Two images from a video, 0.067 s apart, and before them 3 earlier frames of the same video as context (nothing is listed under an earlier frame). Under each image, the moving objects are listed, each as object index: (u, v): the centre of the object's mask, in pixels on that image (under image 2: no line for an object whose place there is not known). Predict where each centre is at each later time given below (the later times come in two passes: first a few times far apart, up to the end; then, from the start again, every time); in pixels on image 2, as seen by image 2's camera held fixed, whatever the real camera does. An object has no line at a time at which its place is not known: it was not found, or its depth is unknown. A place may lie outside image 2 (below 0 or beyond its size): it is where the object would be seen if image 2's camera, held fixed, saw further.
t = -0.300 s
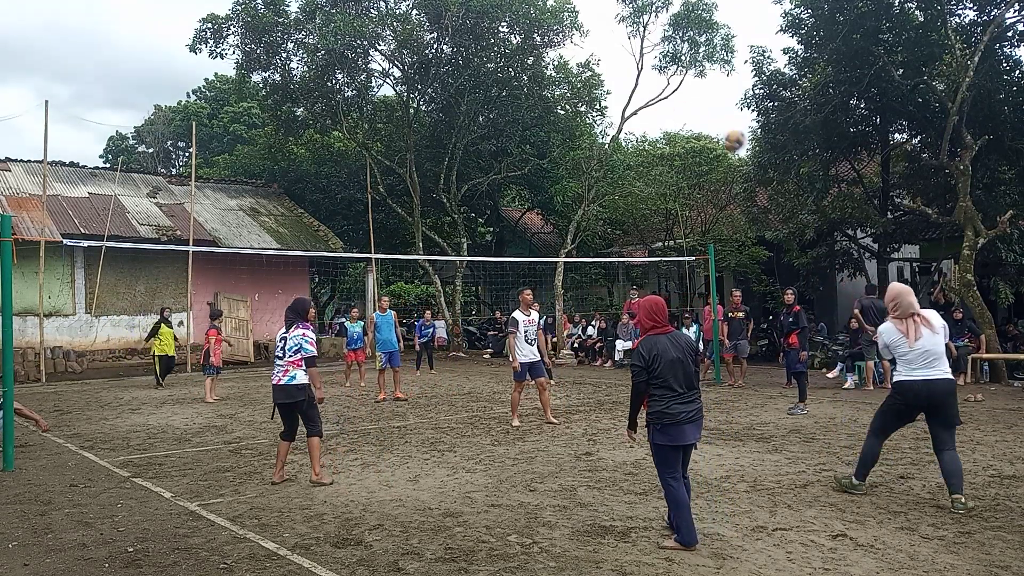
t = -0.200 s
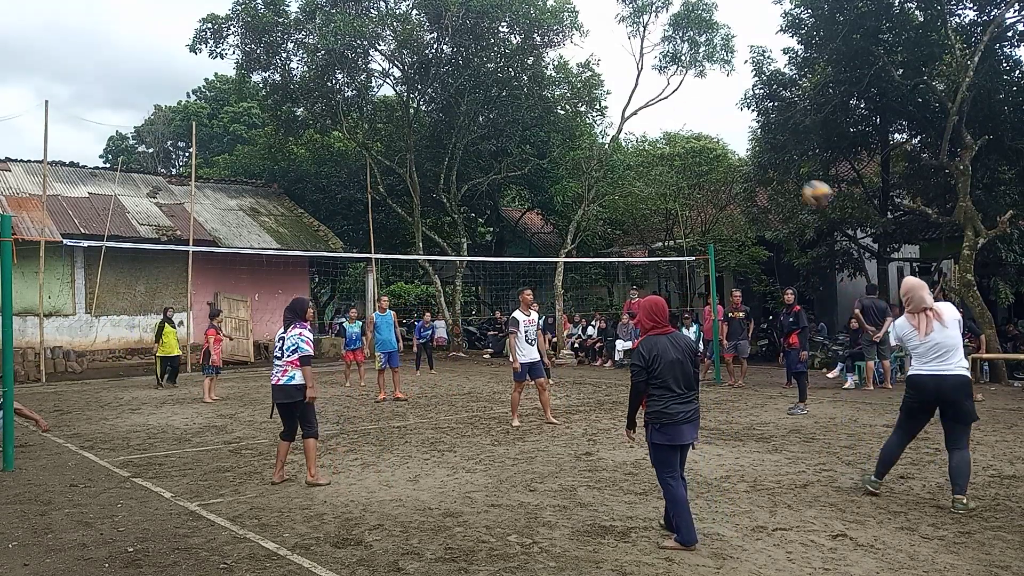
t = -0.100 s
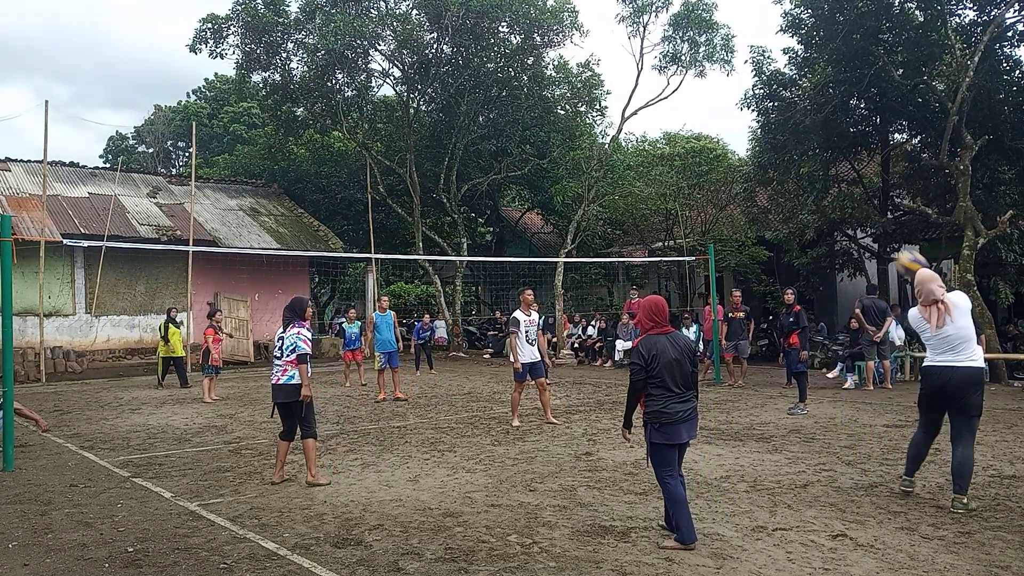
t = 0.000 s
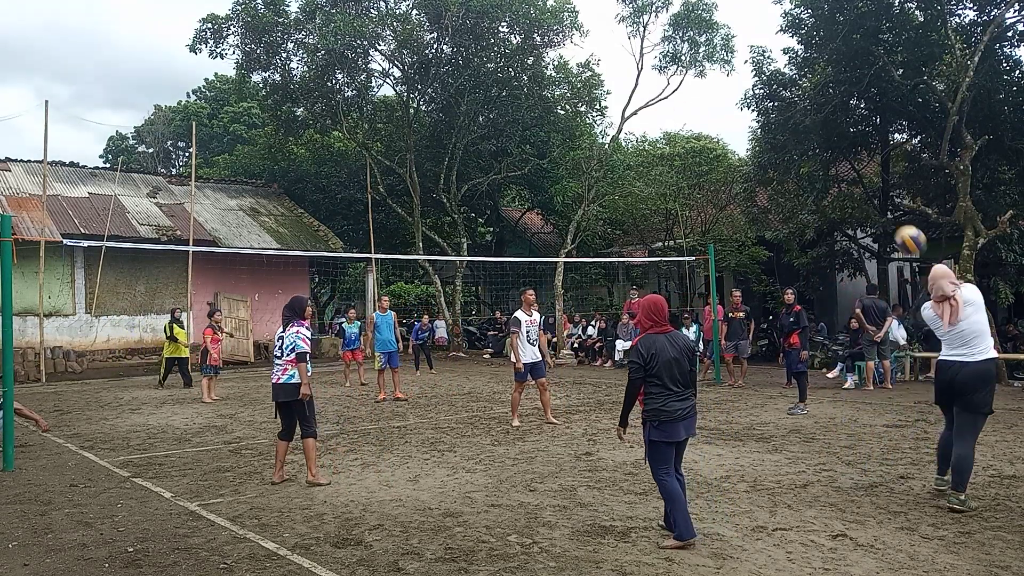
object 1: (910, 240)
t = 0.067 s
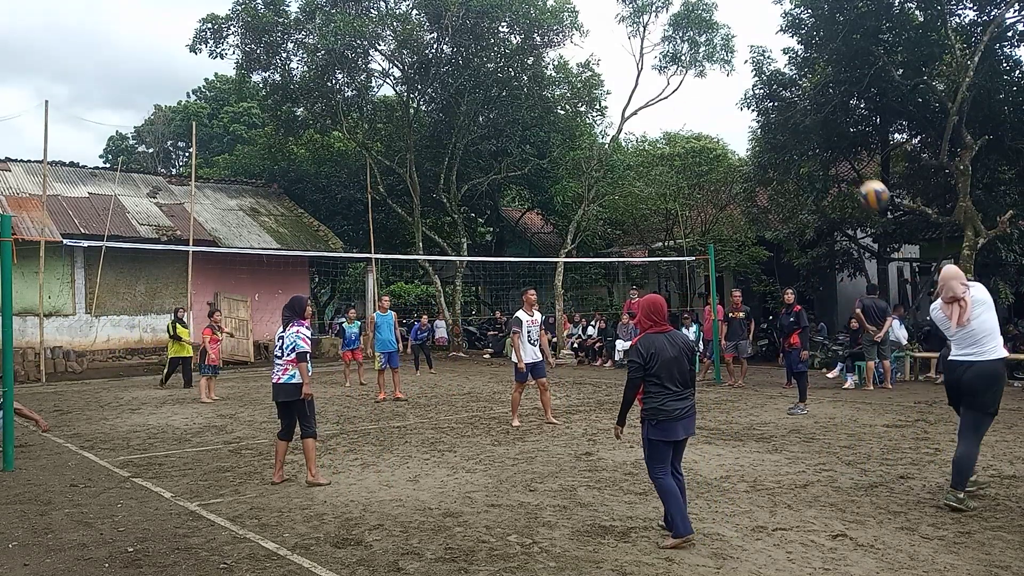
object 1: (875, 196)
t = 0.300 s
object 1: (764, 96)
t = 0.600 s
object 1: (654, 78)
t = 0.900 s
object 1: (568, 144)
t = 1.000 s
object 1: (543, 180)
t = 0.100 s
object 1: (857, 174)
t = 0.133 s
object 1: (840, 157)
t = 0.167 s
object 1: (824, 141)
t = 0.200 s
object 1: (808, 128)
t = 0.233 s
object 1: (793, 115)
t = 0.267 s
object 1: (779, 105)
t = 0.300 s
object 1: (764, 96)
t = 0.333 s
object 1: (751, 90)
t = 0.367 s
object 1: (737, 84)
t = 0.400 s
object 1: (724, 79)
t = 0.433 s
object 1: (712, 76)
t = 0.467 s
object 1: (699, 74)
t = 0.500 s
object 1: (687, 73)
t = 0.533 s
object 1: (675, 73)
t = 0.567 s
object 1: (664, 75)
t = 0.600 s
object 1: (654, 78)
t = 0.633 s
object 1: (643, 81)
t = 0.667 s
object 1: (633, 86)
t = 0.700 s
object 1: (622, 92)
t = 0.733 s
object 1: (613, 99)
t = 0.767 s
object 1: (603, 106)
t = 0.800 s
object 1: (595, 114)
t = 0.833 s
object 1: (584, 123)
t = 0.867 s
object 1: (576, 133)
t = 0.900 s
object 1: (568, 144)
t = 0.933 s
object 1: (559, 156)
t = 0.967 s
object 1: (551, 168)
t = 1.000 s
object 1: (543, 180)
